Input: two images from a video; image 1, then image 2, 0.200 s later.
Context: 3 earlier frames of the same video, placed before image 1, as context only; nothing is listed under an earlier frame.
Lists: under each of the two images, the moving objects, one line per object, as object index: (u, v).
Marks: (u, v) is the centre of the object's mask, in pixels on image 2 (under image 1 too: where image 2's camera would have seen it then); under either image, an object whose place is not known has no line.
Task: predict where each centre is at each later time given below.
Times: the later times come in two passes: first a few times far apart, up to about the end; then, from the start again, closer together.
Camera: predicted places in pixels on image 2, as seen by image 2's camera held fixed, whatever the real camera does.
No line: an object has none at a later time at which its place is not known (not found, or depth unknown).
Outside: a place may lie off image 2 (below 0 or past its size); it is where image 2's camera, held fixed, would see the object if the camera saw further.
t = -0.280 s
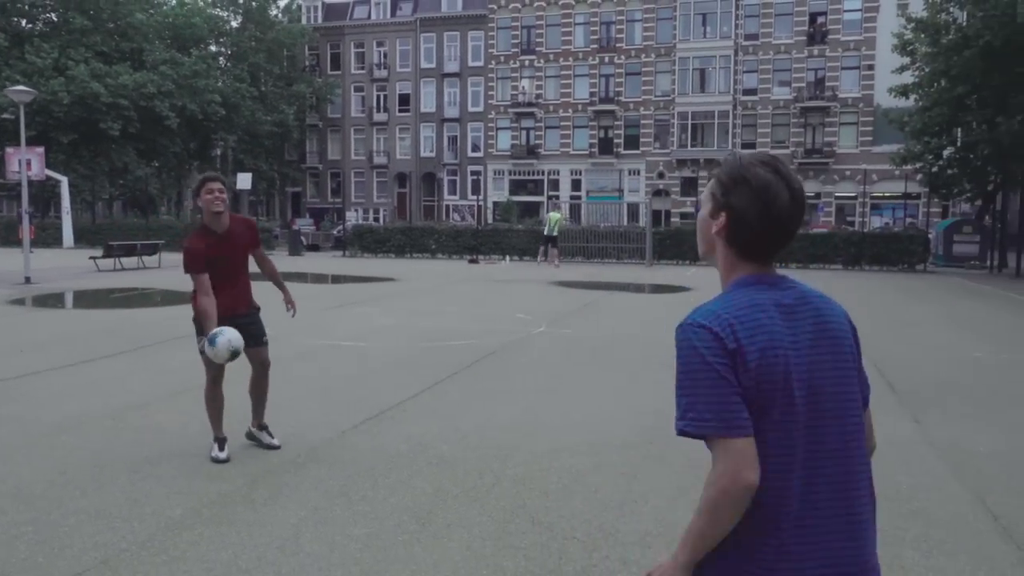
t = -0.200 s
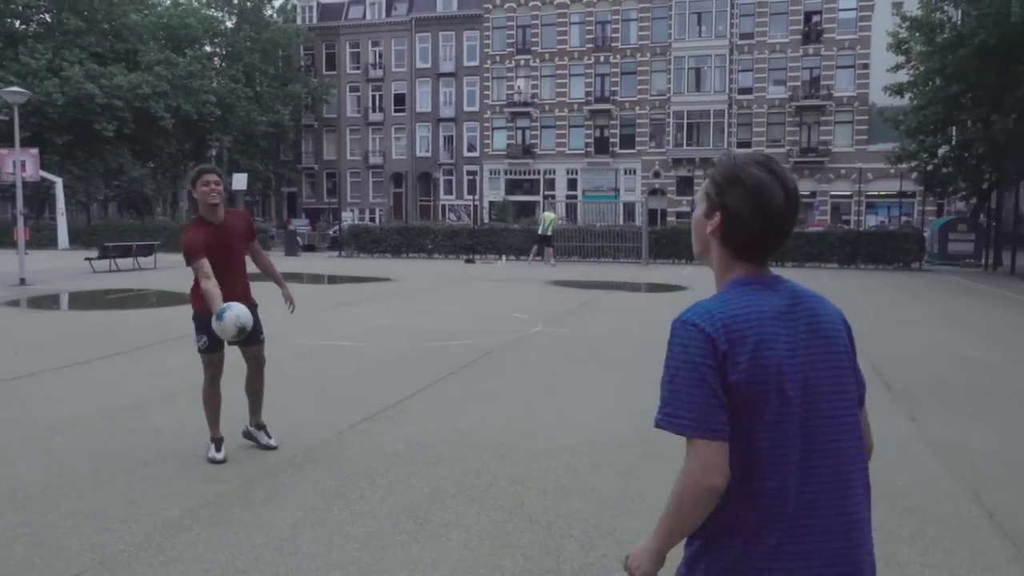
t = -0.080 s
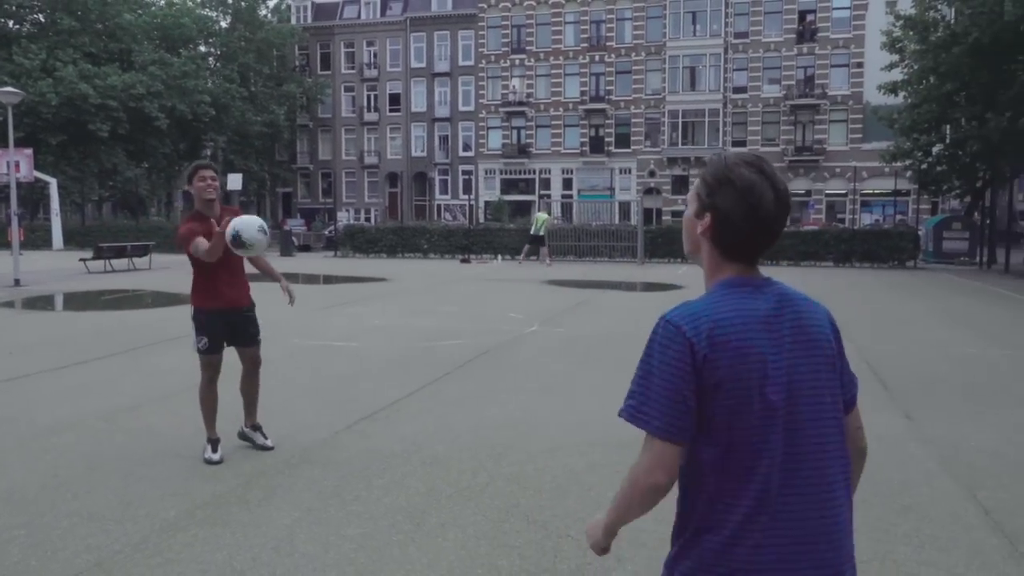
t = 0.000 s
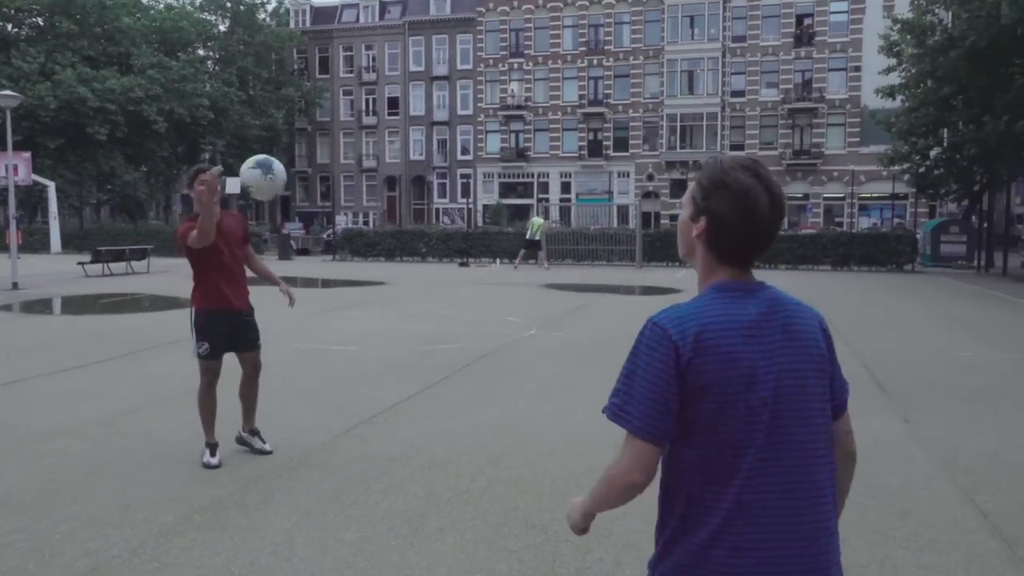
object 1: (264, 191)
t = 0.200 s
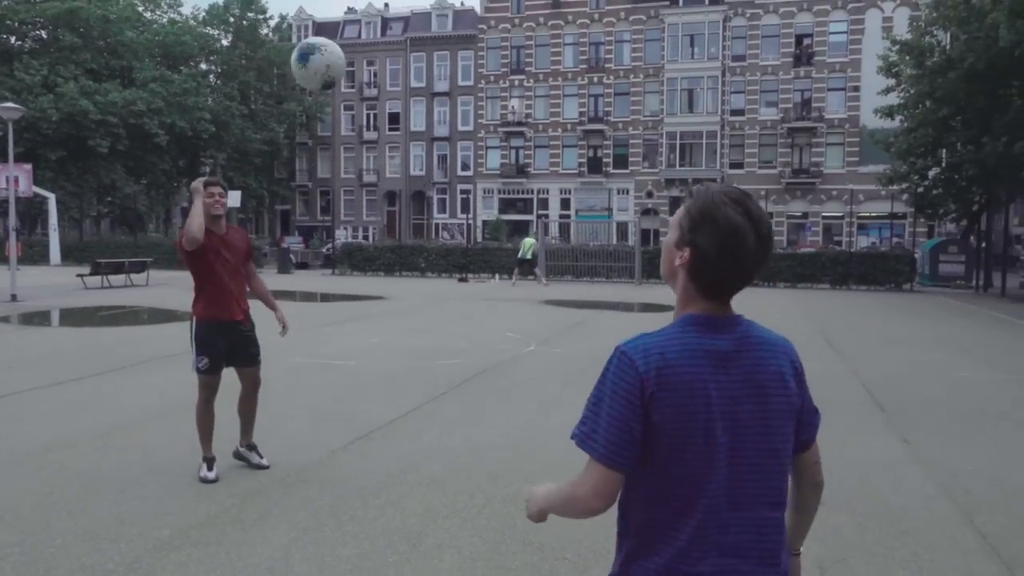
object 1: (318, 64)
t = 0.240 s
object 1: (332, 45)
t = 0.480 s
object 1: (441, 9)
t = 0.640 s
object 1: (554, 96)
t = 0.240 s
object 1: (332, 45)
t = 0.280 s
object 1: (346, 29)
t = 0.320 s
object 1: (363, 18)
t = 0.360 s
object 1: (380, 12)
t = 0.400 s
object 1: (399, 9)
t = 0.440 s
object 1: (419, 7)
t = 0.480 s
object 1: (441, 9)
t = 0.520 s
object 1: (465, 16)
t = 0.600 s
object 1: (521, 60)
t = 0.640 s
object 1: (554, 96)
